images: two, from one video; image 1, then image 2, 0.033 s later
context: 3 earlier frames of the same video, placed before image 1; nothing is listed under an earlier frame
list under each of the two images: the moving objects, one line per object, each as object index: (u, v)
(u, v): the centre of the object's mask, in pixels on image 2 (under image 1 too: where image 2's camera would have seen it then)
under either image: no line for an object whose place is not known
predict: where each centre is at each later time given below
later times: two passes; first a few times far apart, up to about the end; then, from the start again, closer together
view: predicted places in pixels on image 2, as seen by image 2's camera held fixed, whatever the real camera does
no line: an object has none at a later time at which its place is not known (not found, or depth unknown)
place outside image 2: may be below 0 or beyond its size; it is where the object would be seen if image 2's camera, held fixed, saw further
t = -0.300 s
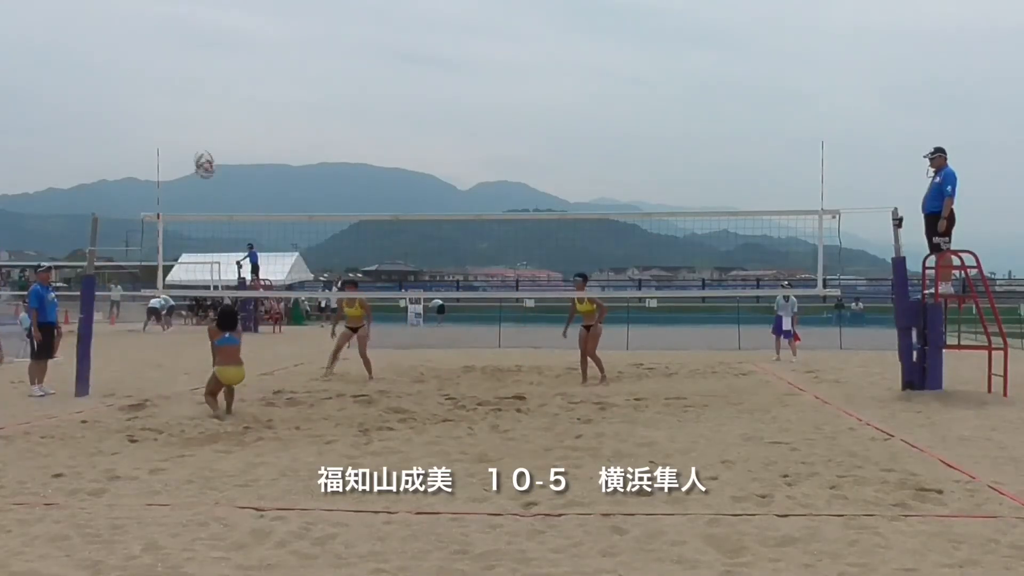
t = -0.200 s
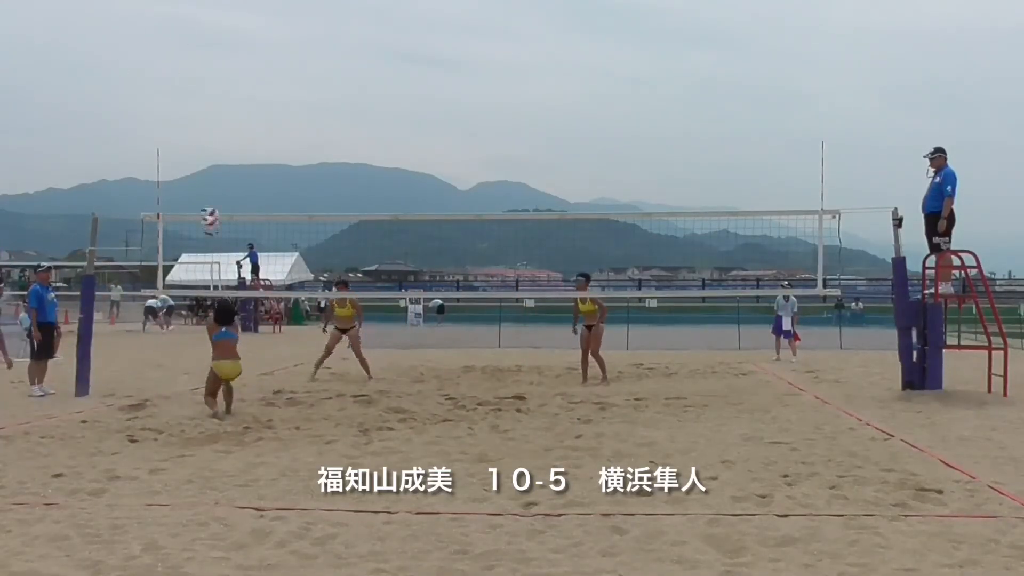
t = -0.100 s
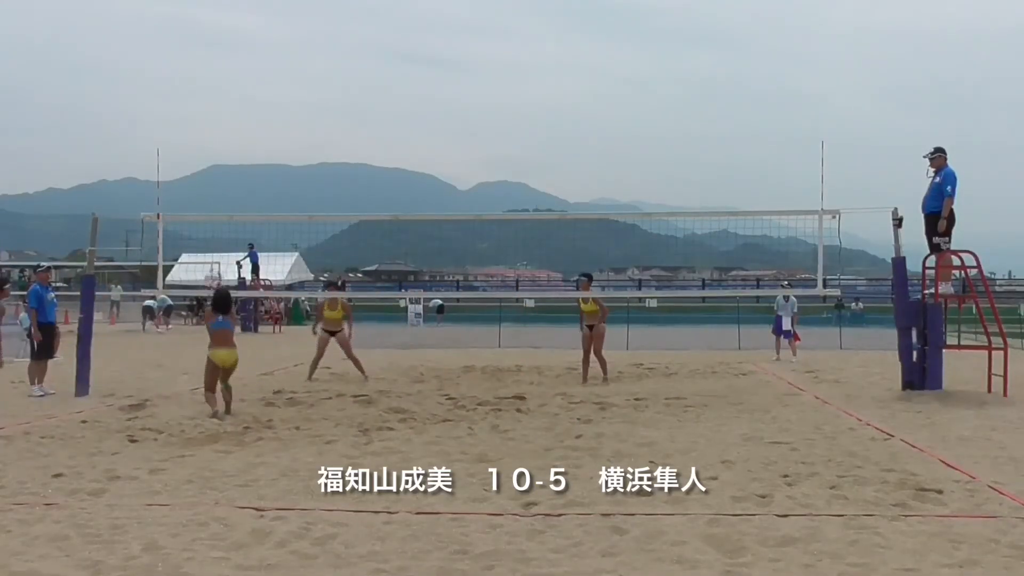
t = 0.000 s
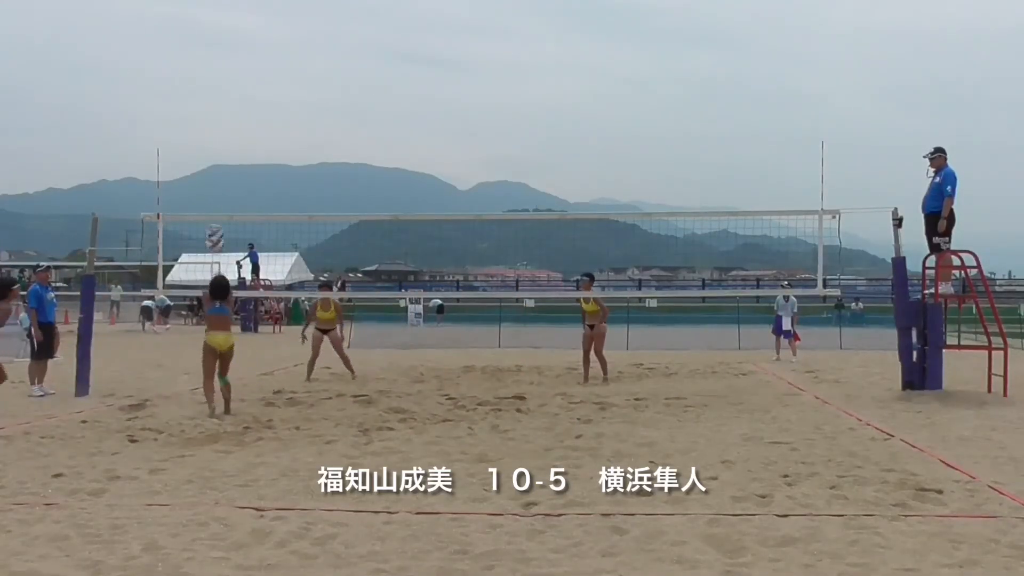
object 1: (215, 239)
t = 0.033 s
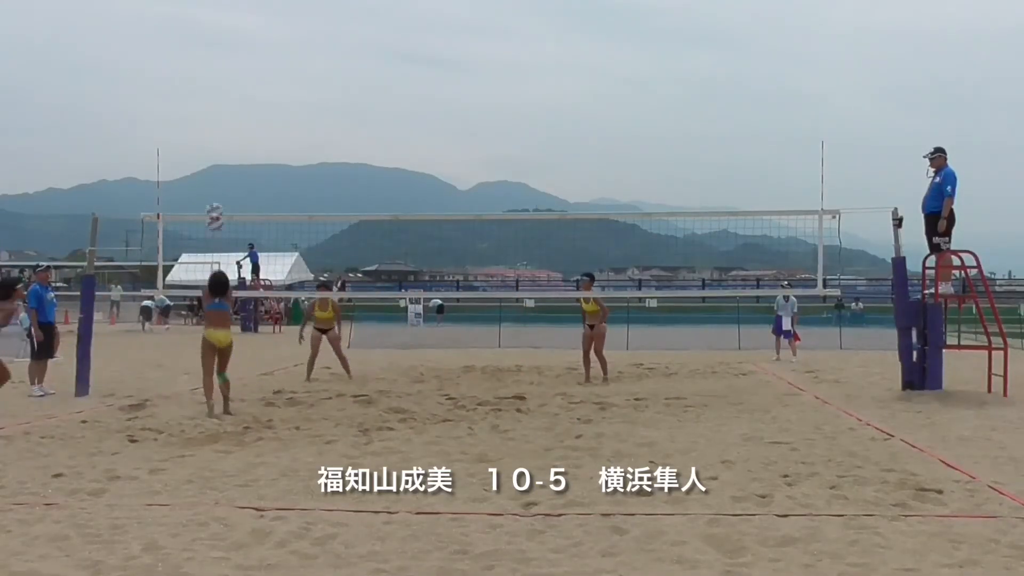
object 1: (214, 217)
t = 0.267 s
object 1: (212, 99)
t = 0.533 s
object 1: (208, 28)
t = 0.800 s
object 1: (205, 21)
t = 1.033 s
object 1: (202, 63)
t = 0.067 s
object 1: (214, 197)
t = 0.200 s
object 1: (213, 127)
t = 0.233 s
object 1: (212, 112)
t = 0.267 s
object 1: (212, 99)
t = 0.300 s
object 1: (211, 86)
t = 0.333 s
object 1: (211, 75)
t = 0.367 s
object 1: (211, 64)
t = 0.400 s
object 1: (210, 55)
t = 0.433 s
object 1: (210, 47)
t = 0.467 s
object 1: (209, 40)
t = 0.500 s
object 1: (209, 34)
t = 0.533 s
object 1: (208, 28)
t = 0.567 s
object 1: (208, 24)
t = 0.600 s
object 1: (207, 21)
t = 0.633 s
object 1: (207, 18)
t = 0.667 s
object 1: (207, 17)
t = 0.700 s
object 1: (206, 16)
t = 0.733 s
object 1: (206, 17)
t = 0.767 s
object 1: (205, 18)
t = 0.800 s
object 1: (205, 21)
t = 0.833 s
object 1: (205, 24)
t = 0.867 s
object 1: (204, 28)
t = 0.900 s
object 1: (204, 33)
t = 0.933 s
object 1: (203, 39)
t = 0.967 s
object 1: (203, 46)
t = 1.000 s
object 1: (202, 54)
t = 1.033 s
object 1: (202, 63)
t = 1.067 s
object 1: (202, 73)
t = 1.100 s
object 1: (201, 83)
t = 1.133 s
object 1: (201, 95)
